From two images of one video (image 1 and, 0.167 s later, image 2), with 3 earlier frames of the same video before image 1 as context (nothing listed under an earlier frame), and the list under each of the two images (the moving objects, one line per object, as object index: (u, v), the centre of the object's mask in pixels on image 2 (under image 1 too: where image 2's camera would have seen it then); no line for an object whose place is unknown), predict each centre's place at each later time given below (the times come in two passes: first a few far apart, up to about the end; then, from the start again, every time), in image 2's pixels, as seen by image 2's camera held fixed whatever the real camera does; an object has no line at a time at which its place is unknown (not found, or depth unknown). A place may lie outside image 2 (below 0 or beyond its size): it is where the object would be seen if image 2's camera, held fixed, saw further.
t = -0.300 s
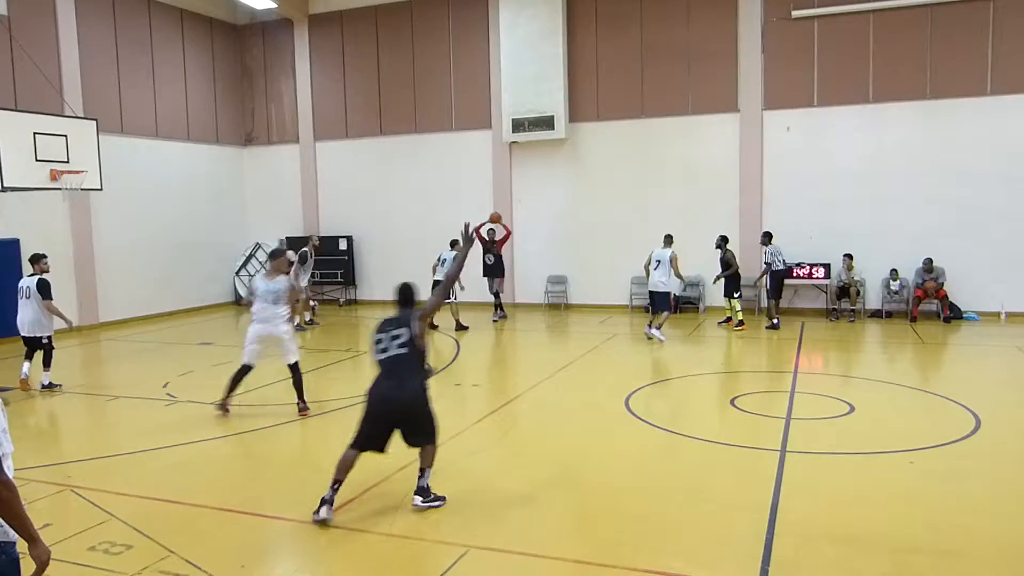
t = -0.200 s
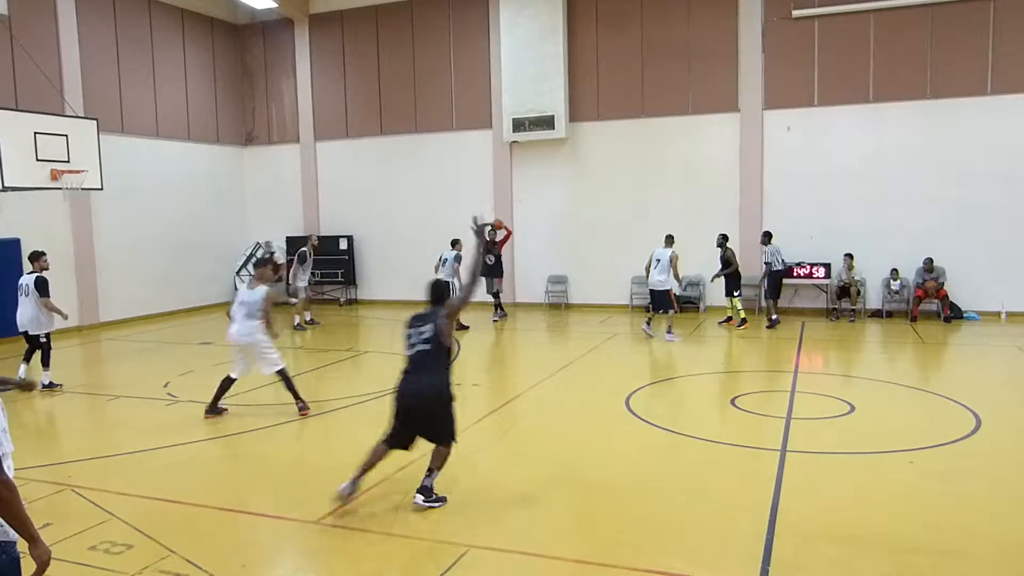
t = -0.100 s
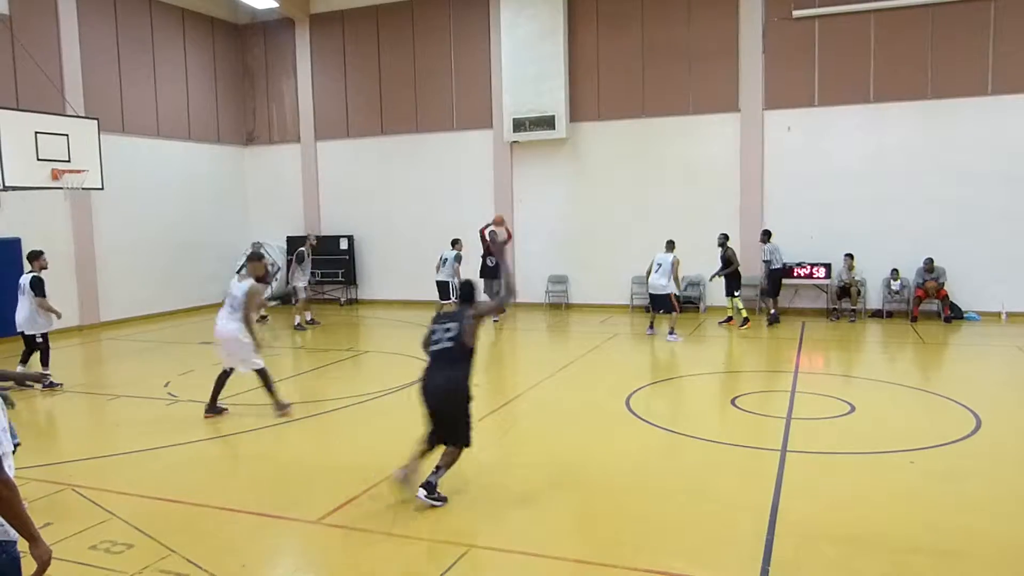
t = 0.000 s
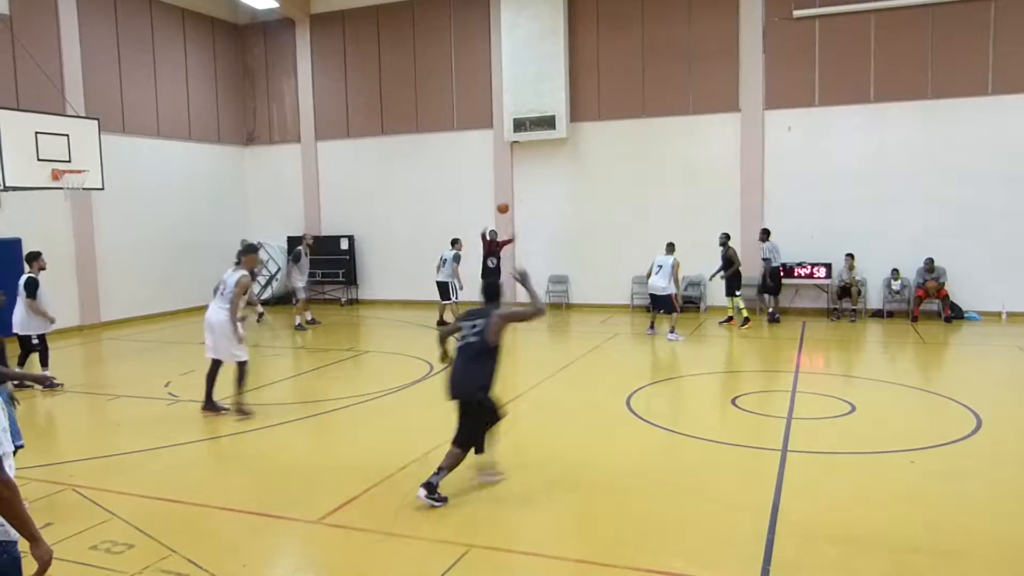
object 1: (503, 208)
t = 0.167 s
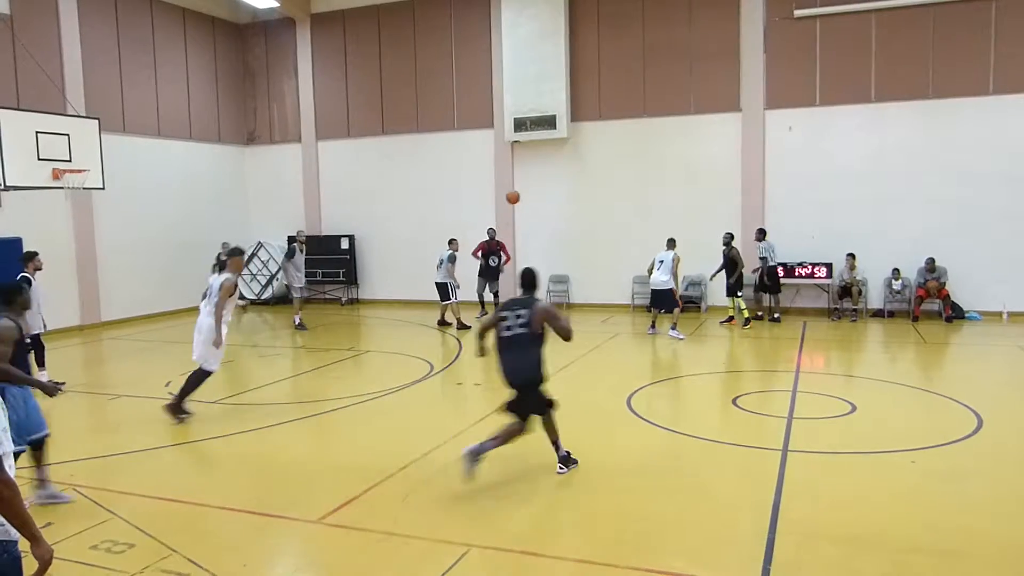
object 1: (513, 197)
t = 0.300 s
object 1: (522, 200)
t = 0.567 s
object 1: (549, 253)
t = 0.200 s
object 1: (515, 197)
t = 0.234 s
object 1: (517, 197)
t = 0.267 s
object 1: (519, 198)
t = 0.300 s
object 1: (522, 200)
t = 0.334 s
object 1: (525, 202)
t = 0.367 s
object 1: (528, 206)
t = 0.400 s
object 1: (531, 211)
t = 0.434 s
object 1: (534, 217)
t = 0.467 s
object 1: (537, 224)
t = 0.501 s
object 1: (541, 231)
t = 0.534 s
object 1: (545, 241)
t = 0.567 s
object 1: (549, 253)
